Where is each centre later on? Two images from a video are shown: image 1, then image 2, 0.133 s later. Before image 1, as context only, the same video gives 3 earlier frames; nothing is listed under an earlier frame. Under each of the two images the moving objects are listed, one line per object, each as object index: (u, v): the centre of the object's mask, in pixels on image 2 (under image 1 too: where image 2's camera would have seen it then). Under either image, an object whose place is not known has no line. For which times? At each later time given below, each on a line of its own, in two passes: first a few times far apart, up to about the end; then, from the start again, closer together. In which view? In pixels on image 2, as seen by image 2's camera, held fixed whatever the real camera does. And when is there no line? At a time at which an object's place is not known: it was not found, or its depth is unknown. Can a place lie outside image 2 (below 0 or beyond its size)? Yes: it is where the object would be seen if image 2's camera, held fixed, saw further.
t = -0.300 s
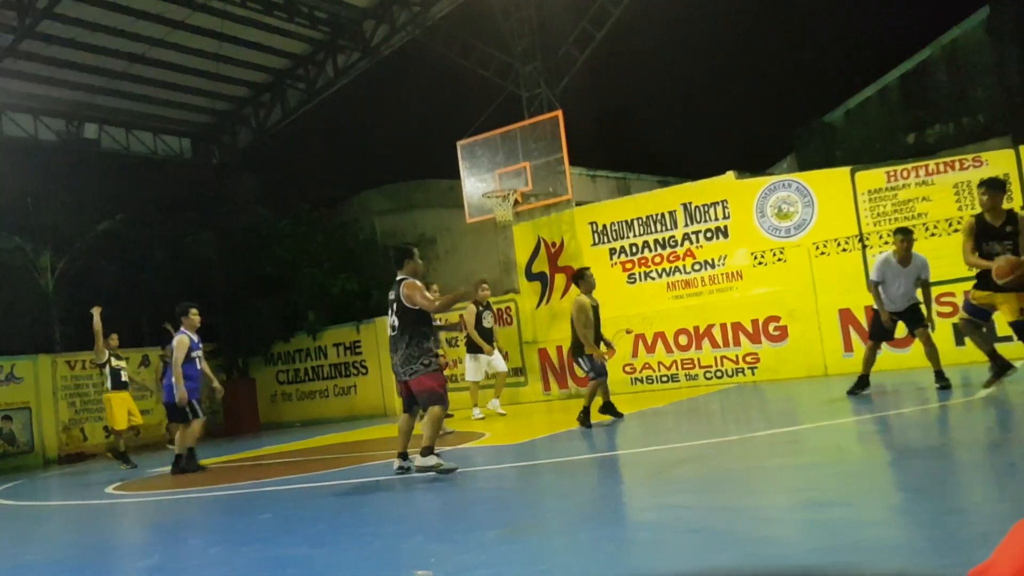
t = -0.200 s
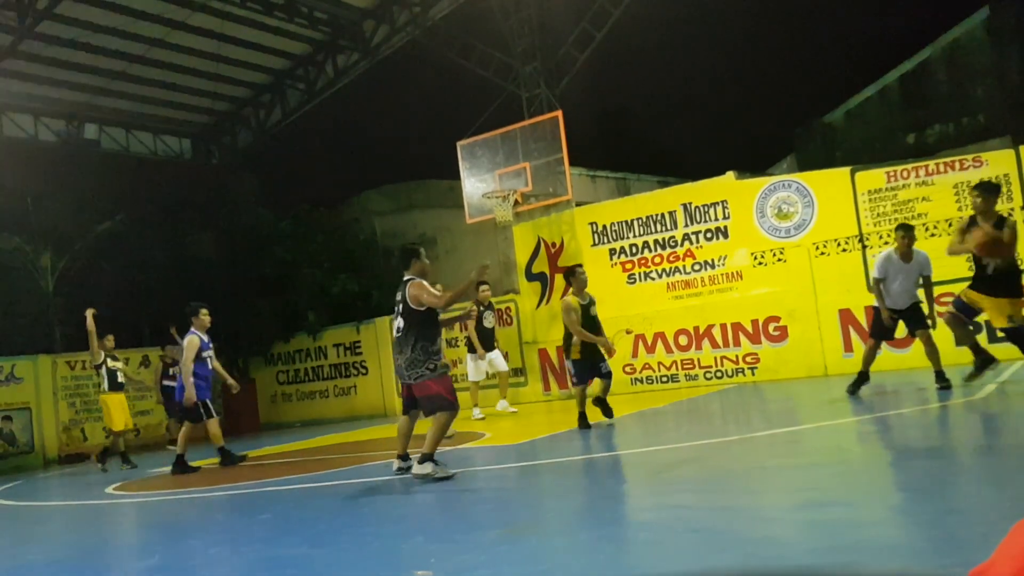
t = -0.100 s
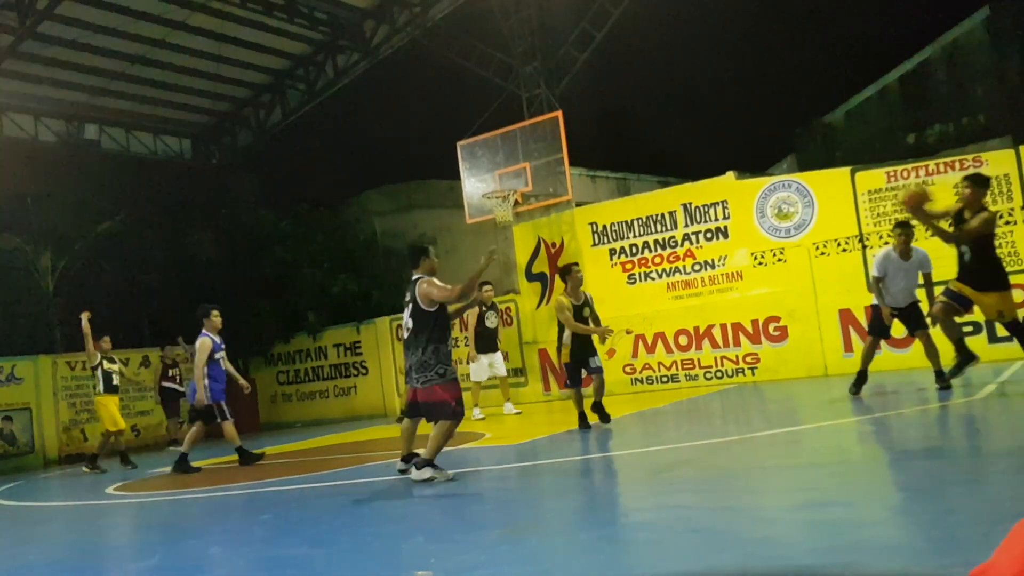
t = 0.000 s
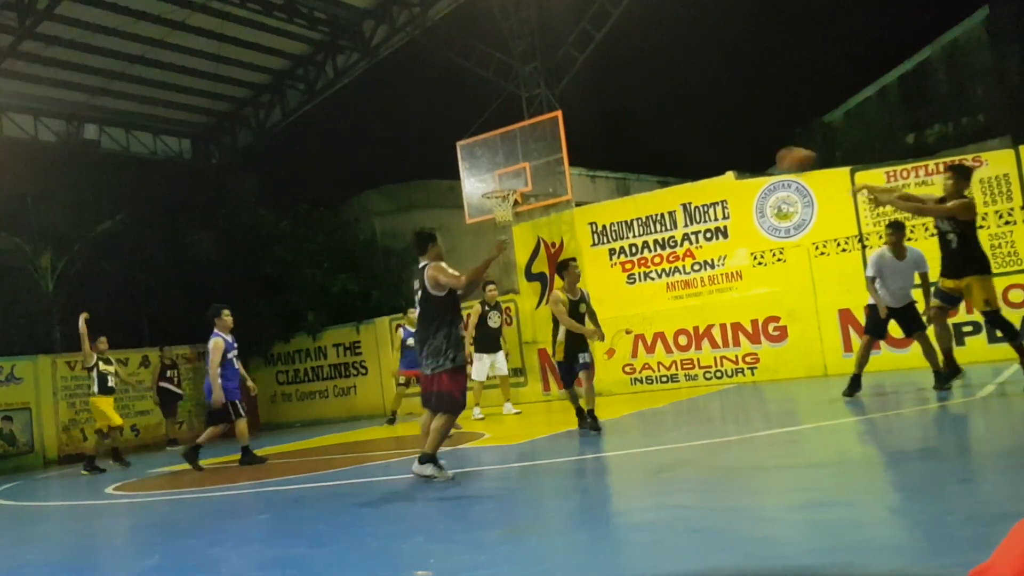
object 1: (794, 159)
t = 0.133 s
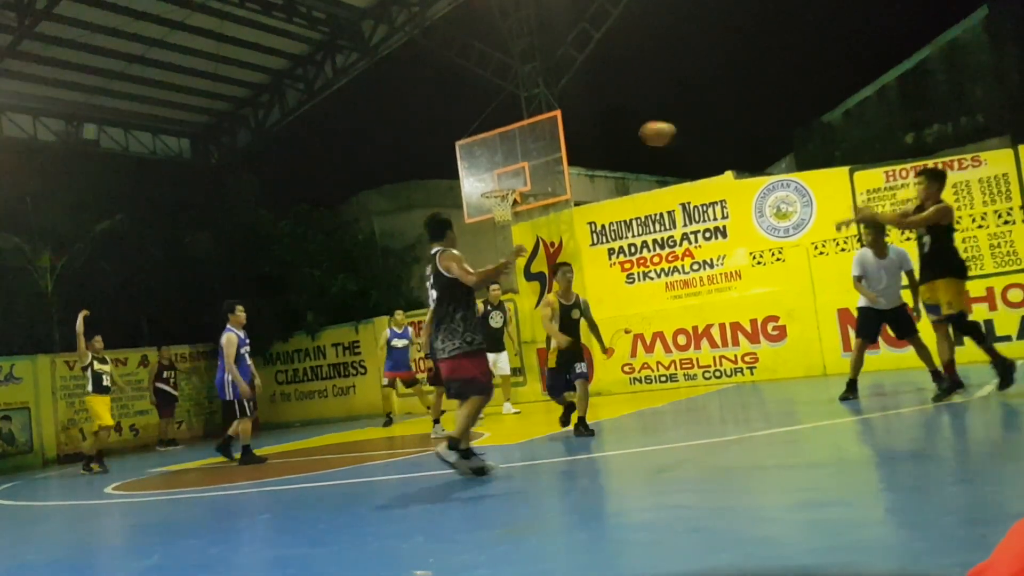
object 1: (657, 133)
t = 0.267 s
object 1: (550, 125)
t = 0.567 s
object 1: (375, 157)
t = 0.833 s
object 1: (267, 224)
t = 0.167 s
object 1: (629, 130)
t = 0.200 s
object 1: (601, 127)
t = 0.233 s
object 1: (576, 125)
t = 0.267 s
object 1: (550, 125)
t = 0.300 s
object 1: (527, 125)
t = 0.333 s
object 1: (503, 125)
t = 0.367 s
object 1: (483, 127)
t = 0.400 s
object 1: (463, 131)
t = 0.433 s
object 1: (443, 136)
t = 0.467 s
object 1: (426, 141)
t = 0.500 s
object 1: (408, 145)
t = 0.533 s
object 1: (391, 151)
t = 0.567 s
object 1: (375, 157)
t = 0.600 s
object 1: (360, 164)
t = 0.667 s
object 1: (331, 178)
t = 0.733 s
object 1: (304, 196)
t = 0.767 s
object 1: (291, 205)
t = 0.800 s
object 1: (279, 215)
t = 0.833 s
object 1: (267, 224)
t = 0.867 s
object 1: (255, 235)
